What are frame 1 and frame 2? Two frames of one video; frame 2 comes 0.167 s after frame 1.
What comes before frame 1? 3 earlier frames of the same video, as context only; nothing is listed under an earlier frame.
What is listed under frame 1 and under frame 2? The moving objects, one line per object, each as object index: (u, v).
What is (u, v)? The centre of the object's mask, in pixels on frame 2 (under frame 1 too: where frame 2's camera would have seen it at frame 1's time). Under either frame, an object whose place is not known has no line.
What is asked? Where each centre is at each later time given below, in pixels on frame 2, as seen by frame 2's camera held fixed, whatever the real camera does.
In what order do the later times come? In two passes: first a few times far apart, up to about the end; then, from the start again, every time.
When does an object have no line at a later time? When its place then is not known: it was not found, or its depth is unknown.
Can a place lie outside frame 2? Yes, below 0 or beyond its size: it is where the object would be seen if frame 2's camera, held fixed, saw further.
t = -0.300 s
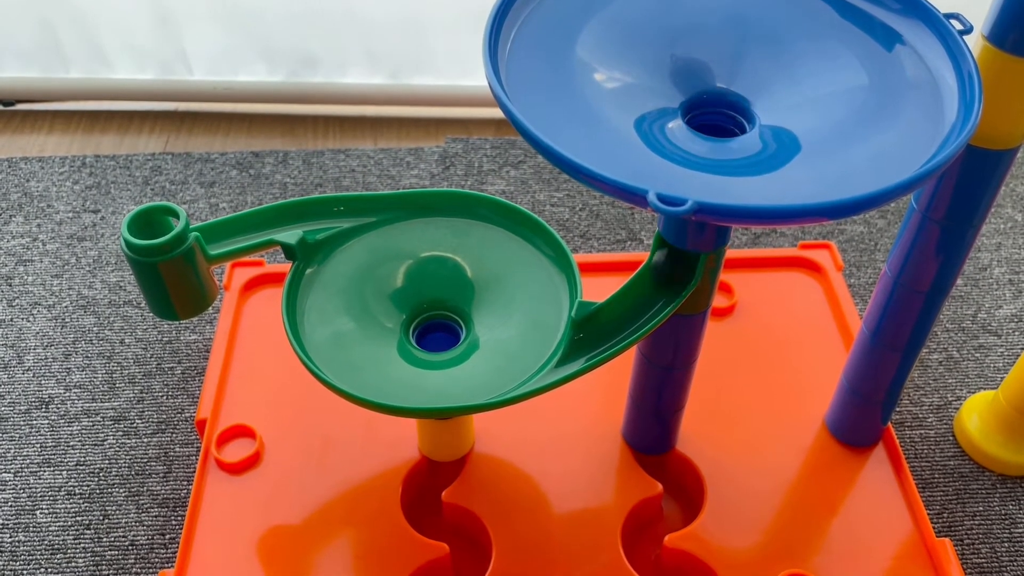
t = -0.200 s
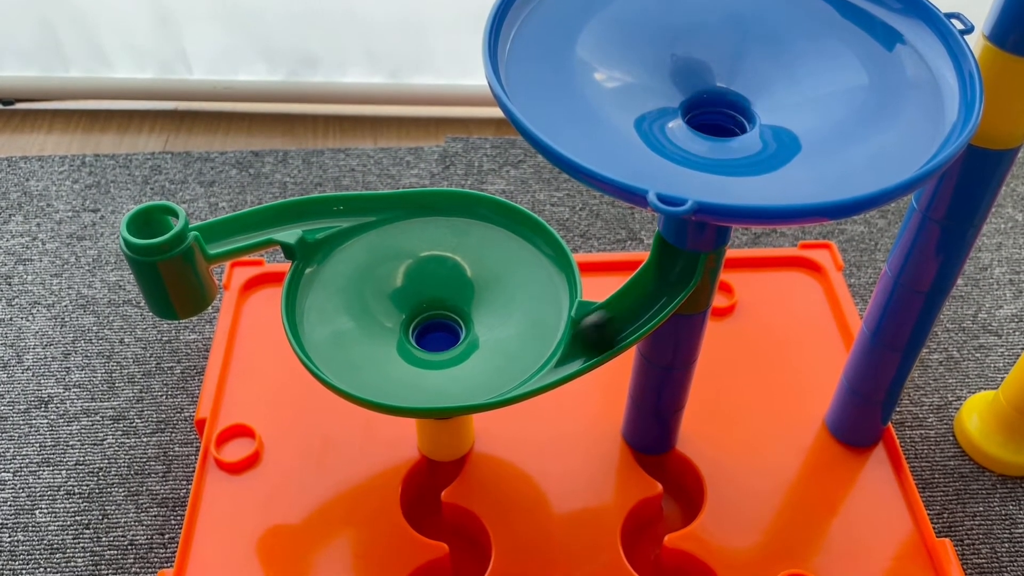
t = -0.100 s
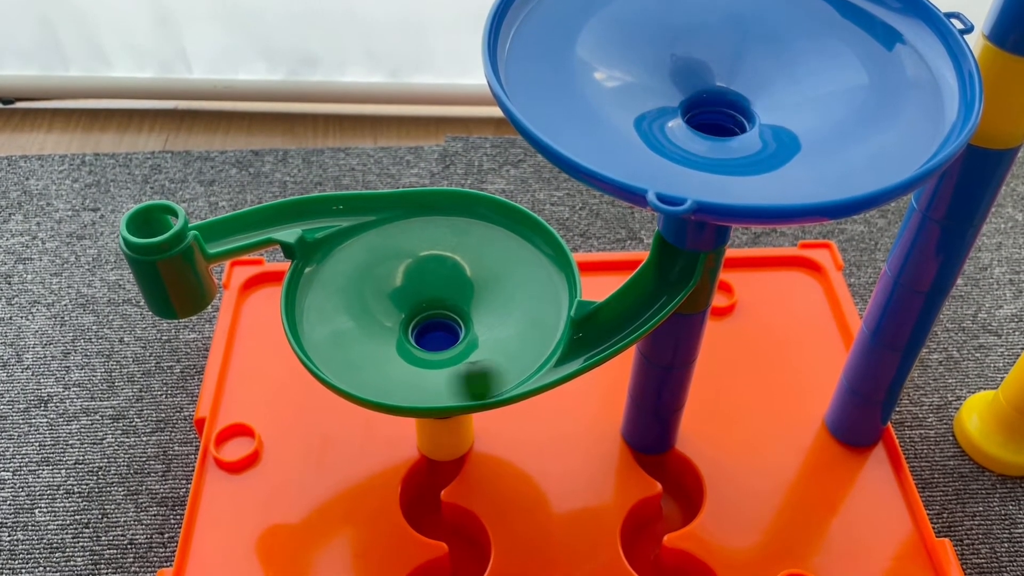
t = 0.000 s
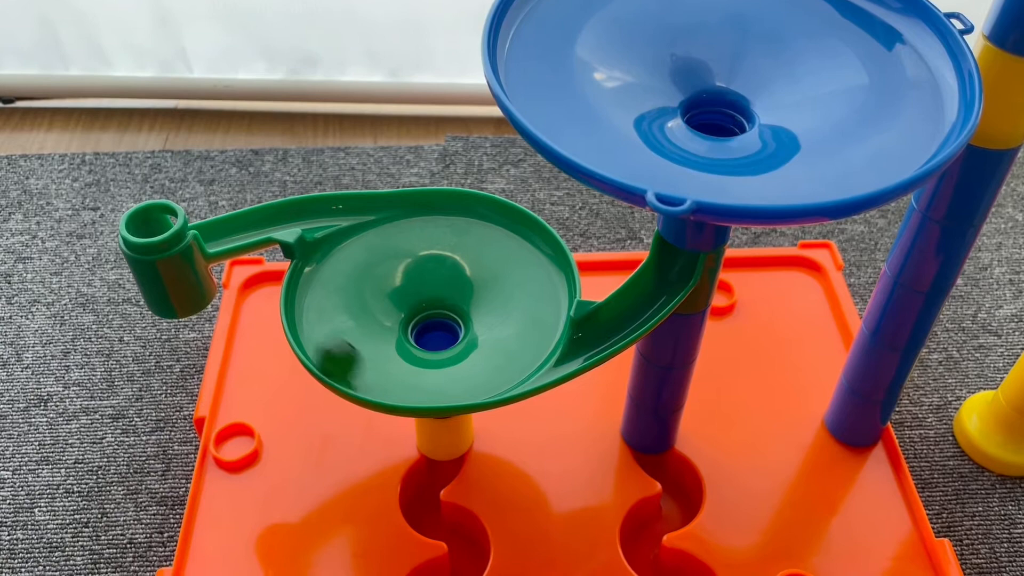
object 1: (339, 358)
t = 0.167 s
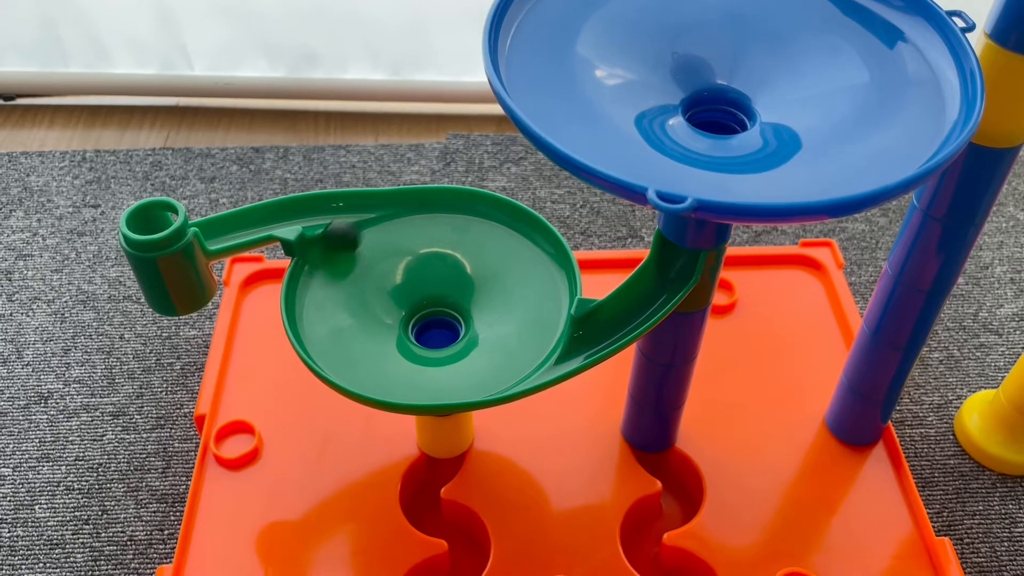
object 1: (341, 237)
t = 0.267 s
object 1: (417, 205)
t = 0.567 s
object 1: (543, 331)
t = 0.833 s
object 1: (336, 355)
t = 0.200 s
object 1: (364, 222)
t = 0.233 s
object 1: (391, 212)
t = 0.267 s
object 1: (417, 205)
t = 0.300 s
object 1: (446, 207)
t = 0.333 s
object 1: (474, 210)
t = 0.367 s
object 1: (500, 217)
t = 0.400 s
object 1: (520, 229)
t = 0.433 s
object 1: (537, 247)
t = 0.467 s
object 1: (550, 267)
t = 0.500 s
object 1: (556, 288)
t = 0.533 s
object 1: (552, 308)
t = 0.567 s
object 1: (543, 331)
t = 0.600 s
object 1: (527, 351)
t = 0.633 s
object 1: (504, 367)
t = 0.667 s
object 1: (475, 378)
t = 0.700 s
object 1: (443, 384)
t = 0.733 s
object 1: (412, 384)
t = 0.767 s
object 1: (382, 379)
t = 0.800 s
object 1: (357, 369)
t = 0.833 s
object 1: (336, 355)
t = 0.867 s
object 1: (320, 337)
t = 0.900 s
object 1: (314, 316)
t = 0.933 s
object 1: (312, 297)
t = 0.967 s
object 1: (315, 278)
